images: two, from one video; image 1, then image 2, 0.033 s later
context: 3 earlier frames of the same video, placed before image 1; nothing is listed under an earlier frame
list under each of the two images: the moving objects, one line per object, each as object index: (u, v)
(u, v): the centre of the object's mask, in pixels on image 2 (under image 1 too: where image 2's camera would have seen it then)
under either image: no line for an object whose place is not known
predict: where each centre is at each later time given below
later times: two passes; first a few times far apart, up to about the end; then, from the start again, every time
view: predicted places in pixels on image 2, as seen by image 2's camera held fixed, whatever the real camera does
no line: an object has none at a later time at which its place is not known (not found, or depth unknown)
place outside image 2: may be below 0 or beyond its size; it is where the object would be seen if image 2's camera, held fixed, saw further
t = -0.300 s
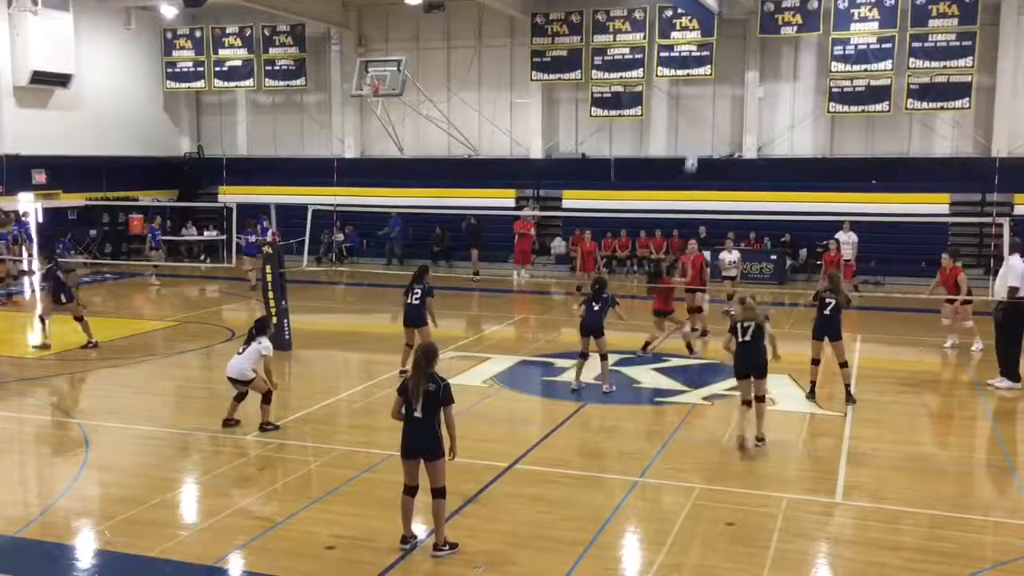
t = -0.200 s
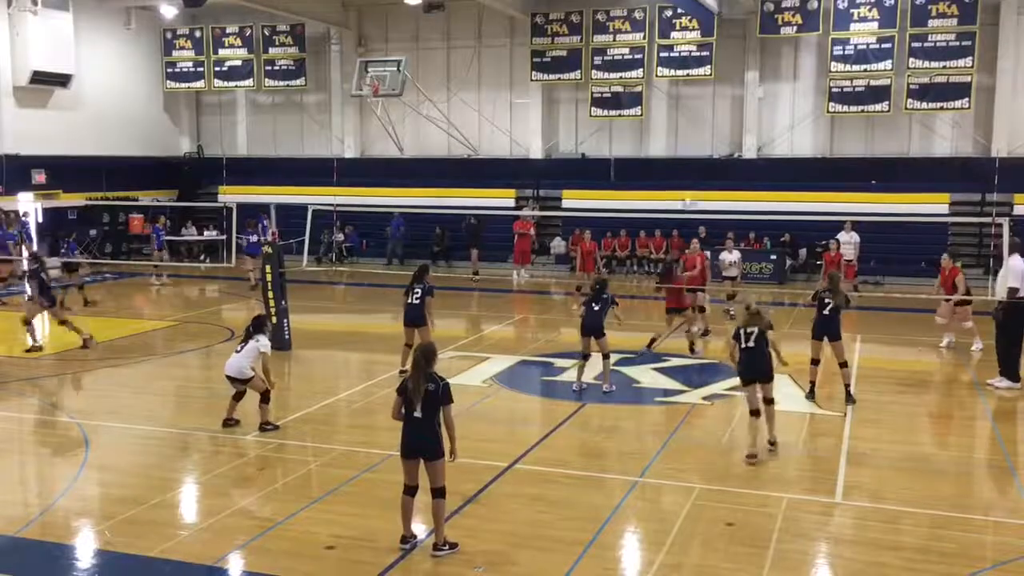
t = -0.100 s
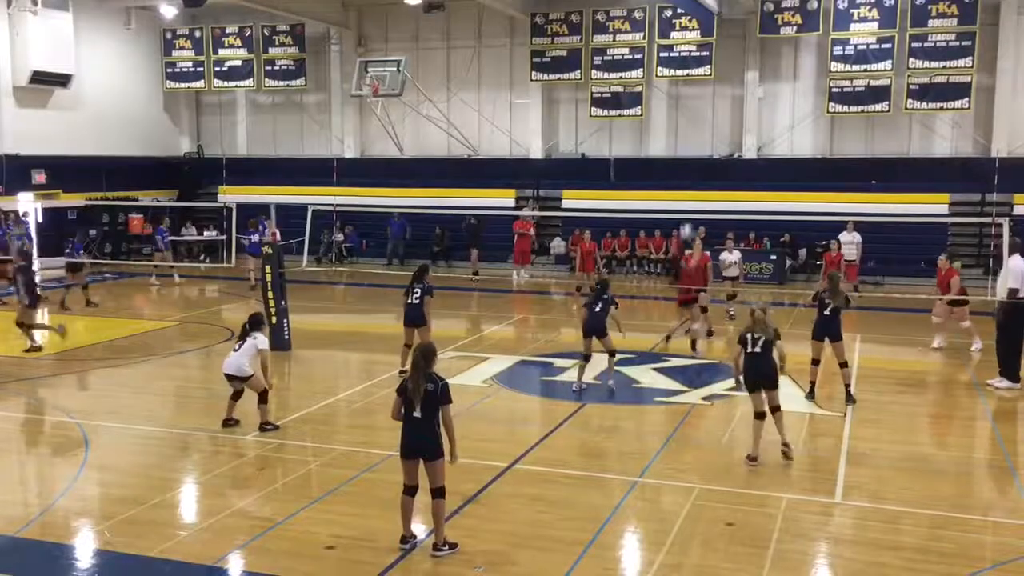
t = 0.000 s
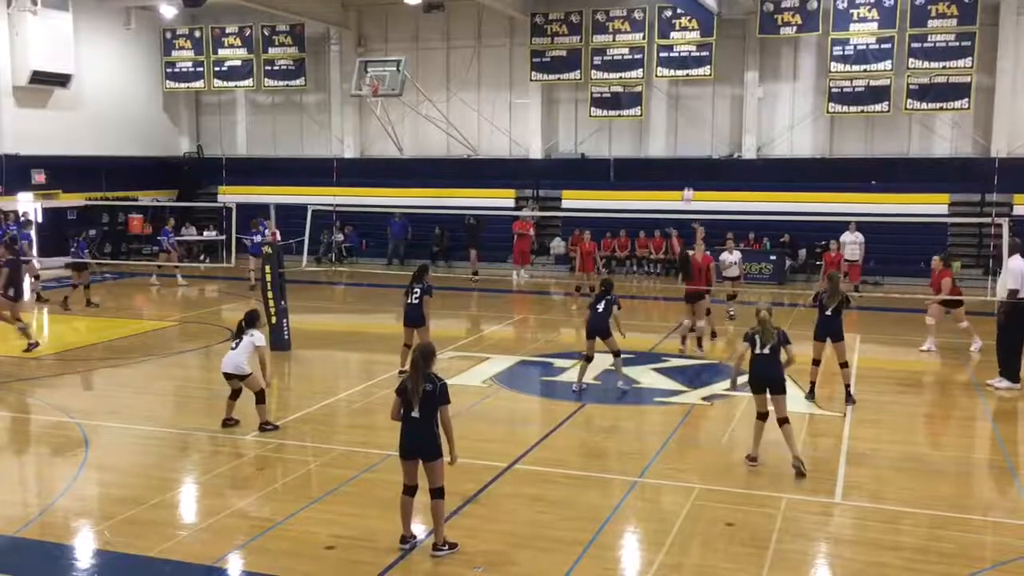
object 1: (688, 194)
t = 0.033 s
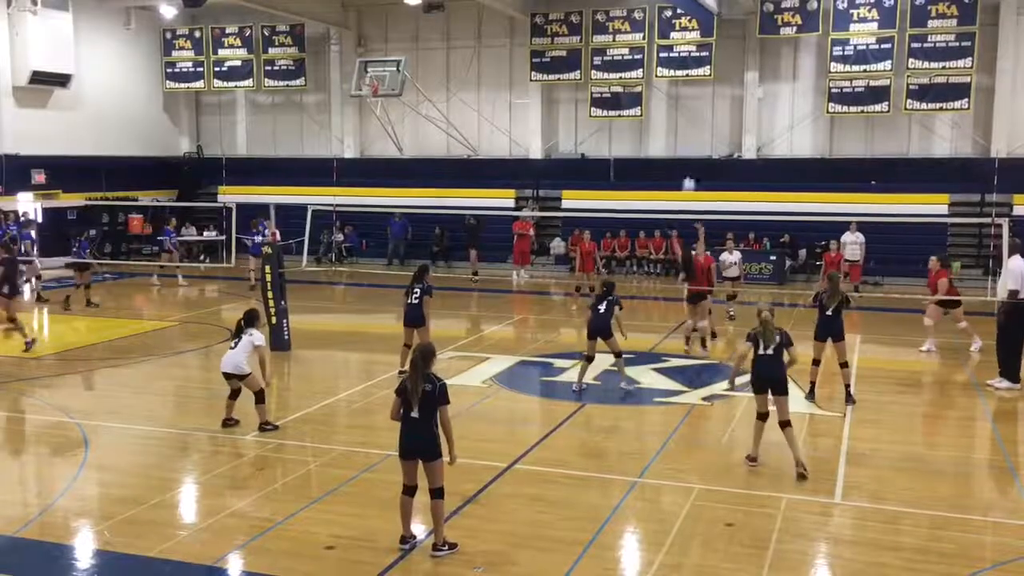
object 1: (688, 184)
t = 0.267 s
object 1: (691, 133)
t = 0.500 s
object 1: (693, 116)
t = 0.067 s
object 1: (689, 176)
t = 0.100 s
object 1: (689, 167)
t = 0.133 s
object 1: (689, 160)
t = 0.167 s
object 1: (691, 150)
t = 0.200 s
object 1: (690, 145)
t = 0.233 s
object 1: (691, 138)
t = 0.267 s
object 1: (691, 133)
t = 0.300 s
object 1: (691, 128)
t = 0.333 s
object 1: (691, 123)
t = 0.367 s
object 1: (691, 121)
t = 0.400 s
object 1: (692, 119)
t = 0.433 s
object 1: (692, 117)
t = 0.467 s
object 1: (692, 116)
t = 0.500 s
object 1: (693, 116)
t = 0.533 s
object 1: (693, 117)
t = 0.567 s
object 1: (693, 117)
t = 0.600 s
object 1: (692, 119)
